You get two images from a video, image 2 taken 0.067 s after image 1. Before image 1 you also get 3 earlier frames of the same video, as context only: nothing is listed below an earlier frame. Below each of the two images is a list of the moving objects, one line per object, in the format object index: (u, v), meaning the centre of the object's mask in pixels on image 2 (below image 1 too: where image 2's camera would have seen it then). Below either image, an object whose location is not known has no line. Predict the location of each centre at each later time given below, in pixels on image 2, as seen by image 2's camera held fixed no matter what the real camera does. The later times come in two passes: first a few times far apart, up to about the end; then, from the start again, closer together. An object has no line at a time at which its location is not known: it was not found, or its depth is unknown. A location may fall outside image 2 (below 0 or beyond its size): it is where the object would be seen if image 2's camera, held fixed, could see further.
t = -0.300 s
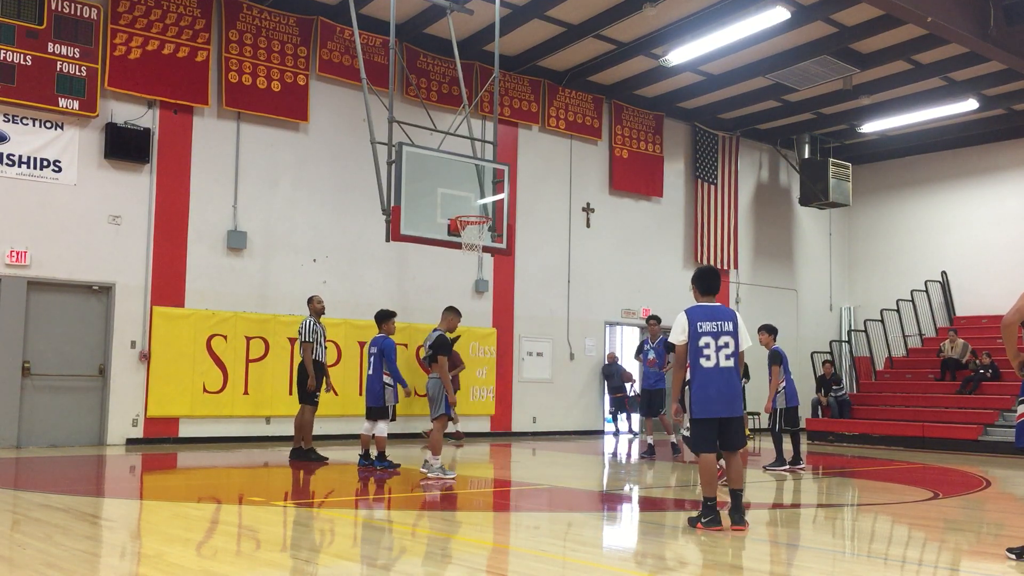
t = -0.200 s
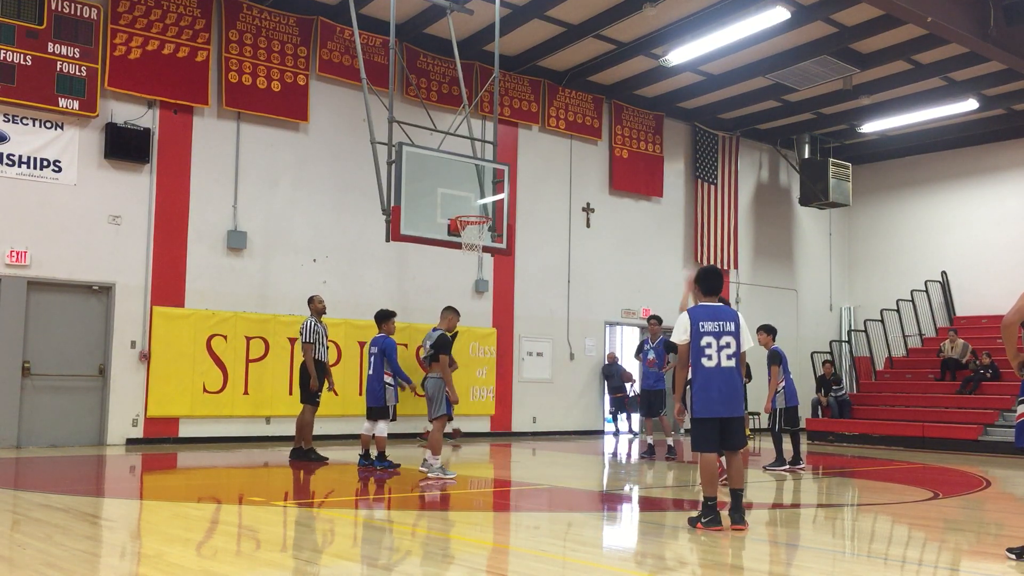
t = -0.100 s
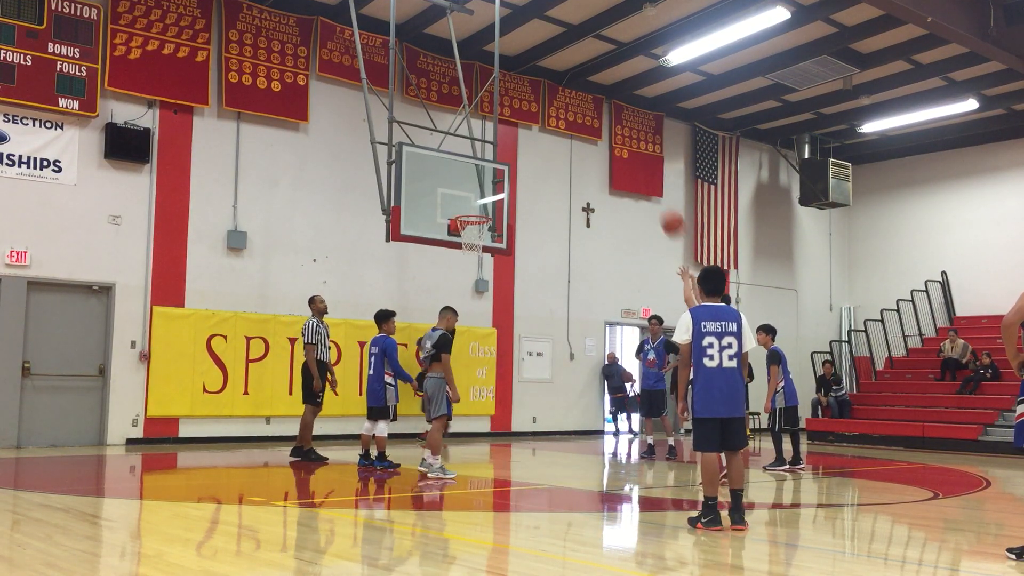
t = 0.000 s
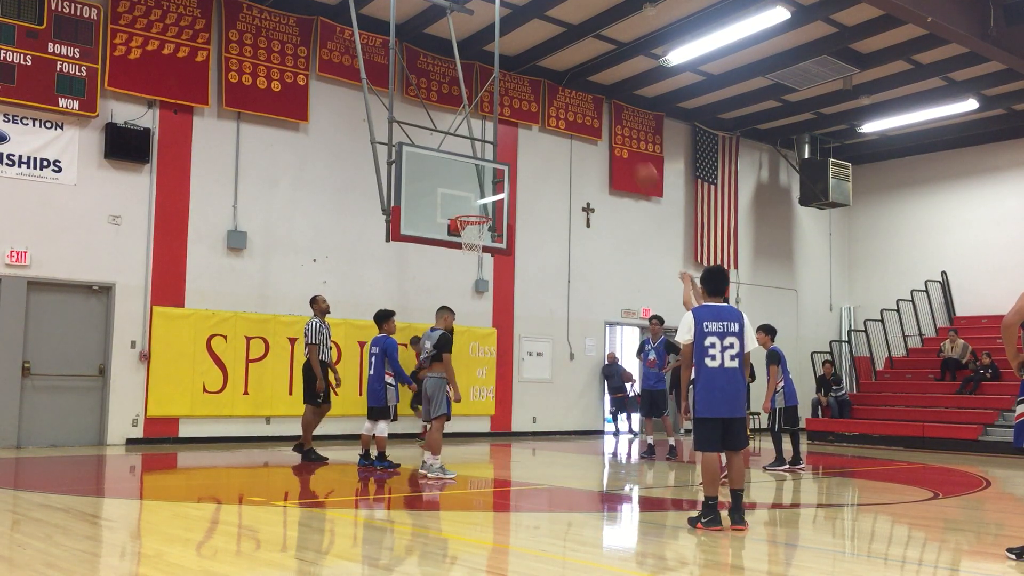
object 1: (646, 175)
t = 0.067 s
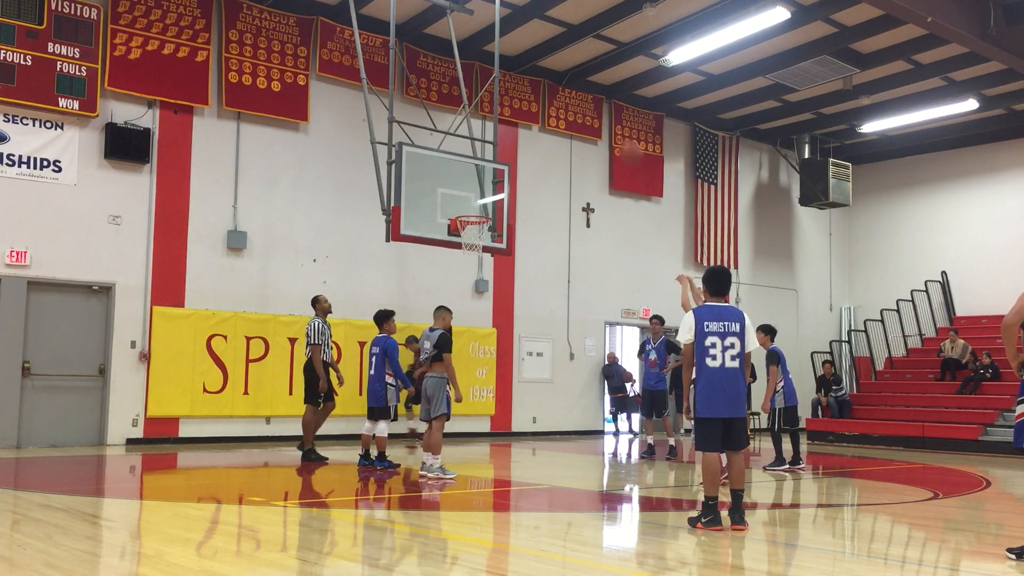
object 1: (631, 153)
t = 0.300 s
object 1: (579, 104)
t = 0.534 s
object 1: (533, 106)
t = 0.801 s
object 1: (487, 157)
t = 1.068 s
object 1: (466, 184)
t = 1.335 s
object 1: (481, 139)
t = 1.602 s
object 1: (494, 146)
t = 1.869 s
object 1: (508, 202)
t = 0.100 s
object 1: (623, 142)
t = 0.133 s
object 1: (615, 133)
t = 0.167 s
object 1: (607, 125)
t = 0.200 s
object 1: (599, 118)
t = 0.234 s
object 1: (593, 113)
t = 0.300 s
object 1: (579, 104)
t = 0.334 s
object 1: (572, 102)
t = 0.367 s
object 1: (565, 100)
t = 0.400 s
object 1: (559, 100)
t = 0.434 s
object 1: (553, 100)
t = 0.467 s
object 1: (546, 101)
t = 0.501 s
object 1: (540, 103)
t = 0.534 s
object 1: (533, 106)
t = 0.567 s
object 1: (528, 110)
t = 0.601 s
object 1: (522, 114)
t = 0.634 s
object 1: (516, 119)
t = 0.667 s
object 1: (510, 125)
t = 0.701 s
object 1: (504, 132)
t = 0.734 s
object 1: (499, 140)
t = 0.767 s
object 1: (494, 148)
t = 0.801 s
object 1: (487, 157)
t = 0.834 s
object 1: (482, 166)
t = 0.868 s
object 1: (476, 176)
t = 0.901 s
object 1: (471, 187)
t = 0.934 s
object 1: (466, 199)
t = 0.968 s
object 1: (461, 209)
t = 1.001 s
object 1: (462, 204)
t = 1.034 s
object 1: (464, 194)
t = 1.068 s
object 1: (466, 184)
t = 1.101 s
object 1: (468, 176)
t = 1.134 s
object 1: (469, 168)
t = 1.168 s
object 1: (471, 161)
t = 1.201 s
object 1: (473, 155)
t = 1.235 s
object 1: (476, 150)
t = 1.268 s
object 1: (477, 146)
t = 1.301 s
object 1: (479, 142)
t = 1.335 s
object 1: (481, 139)
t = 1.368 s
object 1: (483, 137)
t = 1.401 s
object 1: (484, 136)
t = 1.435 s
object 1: (486, 136)
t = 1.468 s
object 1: (487, 136)
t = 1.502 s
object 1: (489, 137)
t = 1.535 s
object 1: (491, 140)
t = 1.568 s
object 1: (493, 142)
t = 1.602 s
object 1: (494, 146)
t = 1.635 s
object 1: (496, 150)
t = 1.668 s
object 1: (498, 155)
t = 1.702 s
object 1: (499, 161)
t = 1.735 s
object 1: (501, 168)
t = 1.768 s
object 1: (502, 175)
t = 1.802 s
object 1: (504, 184)
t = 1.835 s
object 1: (506, 192)
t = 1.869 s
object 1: (508, 202)
